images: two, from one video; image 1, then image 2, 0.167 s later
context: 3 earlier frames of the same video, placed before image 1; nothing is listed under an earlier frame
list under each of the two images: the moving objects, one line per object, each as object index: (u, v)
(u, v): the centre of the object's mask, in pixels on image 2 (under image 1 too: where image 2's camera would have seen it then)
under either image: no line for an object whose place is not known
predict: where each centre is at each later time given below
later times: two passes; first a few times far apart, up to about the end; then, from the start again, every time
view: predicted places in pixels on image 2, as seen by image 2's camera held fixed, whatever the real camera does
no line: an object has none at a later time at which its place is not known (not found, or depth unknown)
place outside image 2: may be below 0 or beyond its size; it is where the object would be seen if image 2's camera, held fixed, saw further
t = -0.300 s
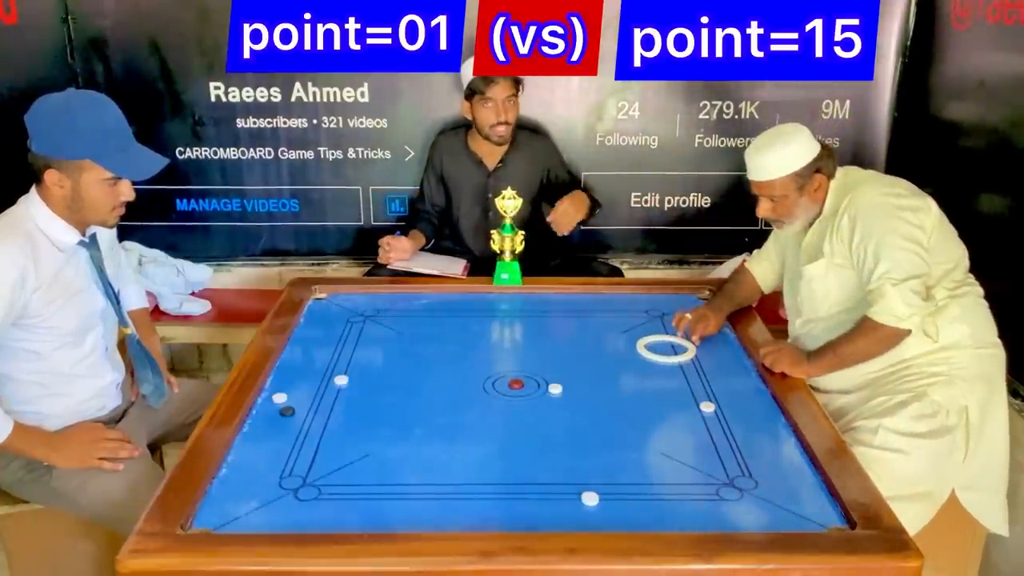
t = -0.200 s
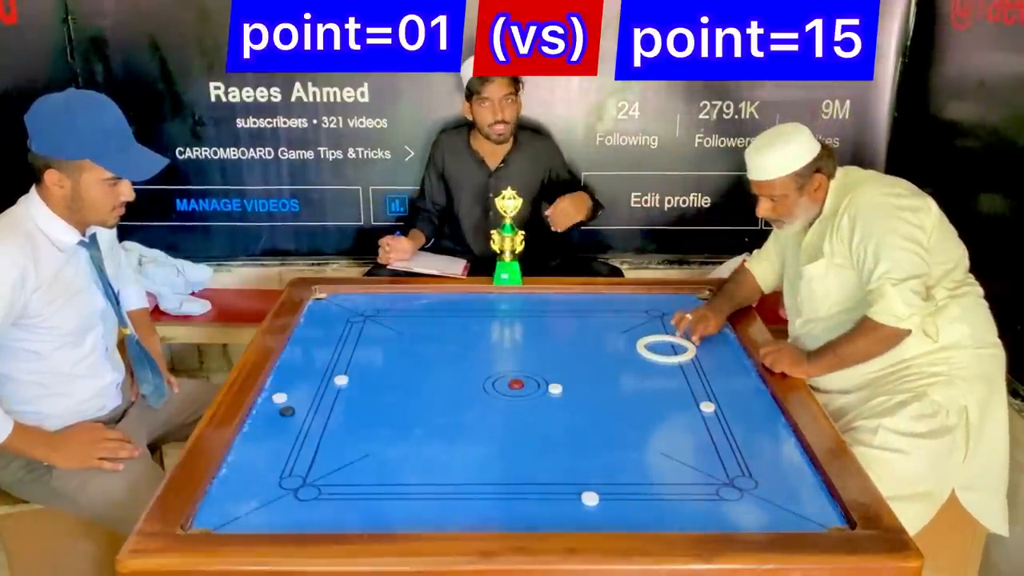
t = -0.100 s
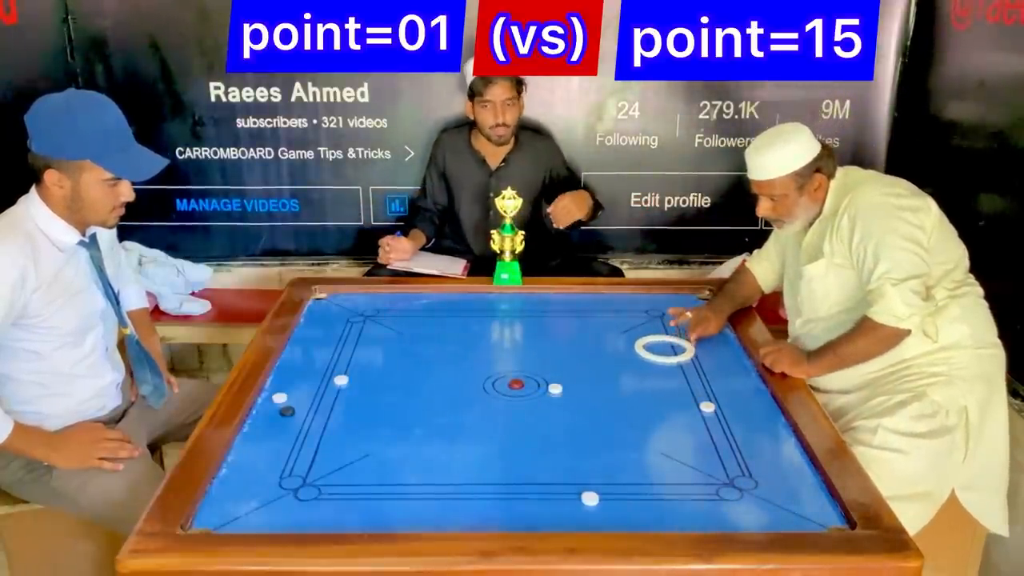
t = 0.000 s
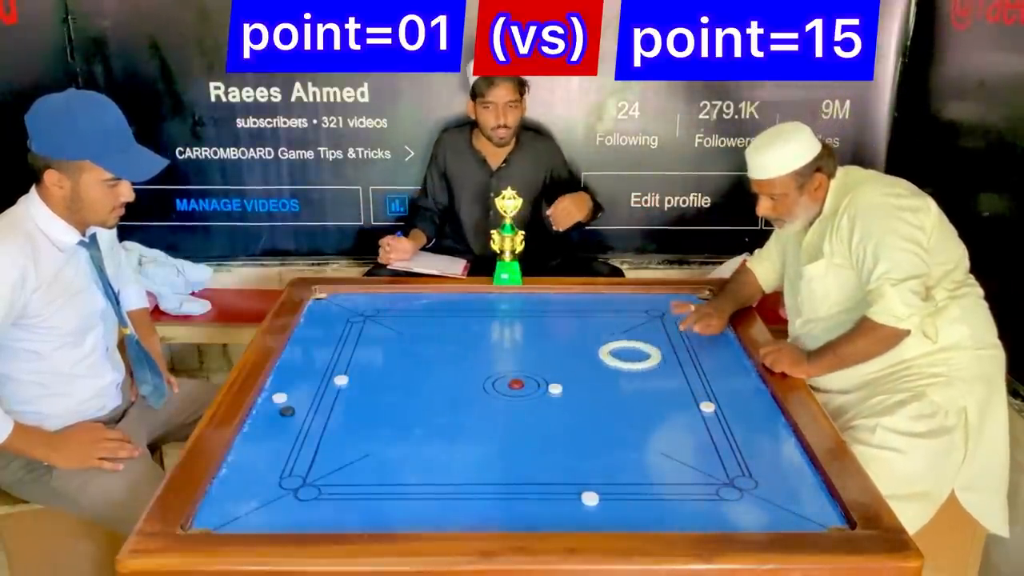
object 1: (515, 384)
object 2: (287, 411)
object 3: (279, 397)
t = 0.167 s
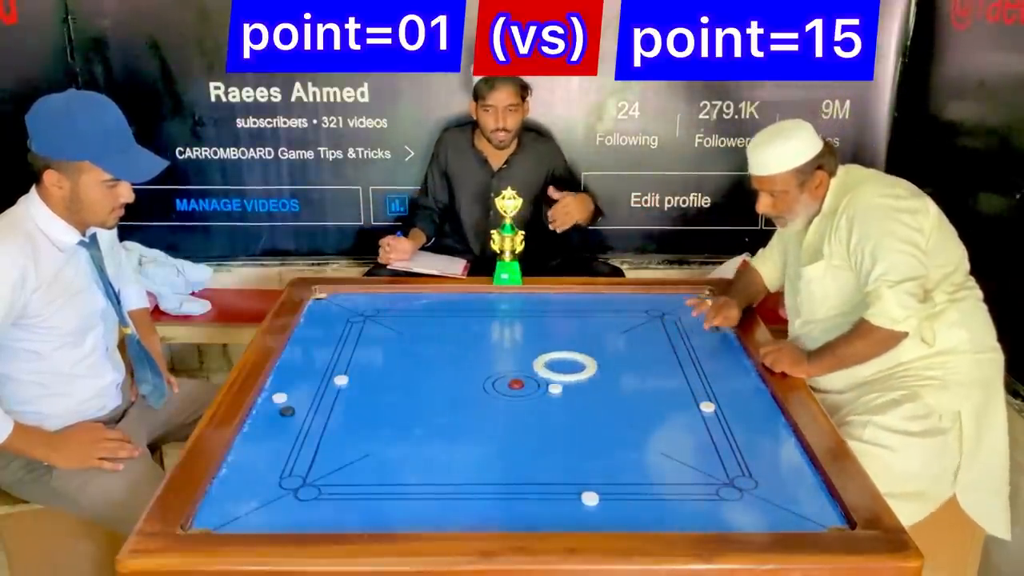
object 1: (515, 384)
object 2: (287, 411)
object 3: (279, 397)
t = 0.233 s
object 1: (514, 385)
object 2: (287, 411)
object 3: (279, 397)
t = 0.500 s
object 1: (444, 418)
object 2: (287, 411)
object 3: (279, 397)
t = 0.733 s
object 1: (376, 451)
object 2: (287, 411)
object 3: (279, 397)
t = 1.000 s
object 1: (292, 491)
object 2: (246, 433)
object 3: (271, 391)
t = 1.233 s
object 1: (214, 527)
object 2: (239, 465)
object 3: (292, 382)
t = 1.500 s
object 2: (234, 504)
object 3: (315, 372)
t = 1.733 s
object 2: (230, 530)
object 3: (331, 366)
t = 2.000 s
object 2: (249, 508)
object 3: (347, 359)
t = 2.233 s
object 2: (262, 491)
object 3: (360, 354)
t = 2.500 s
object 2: (273, 477)
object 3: (364, 353)
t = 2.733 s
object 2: (280, 469)
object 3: (364, 353)
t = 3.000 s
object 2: (285, 463)
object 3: (364, 353)
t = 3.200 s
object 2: (286, 461)
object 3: (364, 354)
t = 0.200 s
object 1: (515, 384)
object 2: (287, 411)
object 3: (279, 397)
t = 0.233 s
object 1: (514, 385)
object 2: (287, 411)
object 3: (279, 397)
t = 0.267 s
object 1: (506, 390)
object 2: (287, 411)
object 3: (279, 397)
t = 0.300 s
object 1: (497, 392)
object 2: (287, 411)
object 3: (279, 397)
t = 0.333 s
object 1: (488, 396)
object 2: (287, 411)
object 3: (279, 397)
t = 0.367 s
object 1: (479, 400)
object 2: (287, 411)
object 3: (279, 397)
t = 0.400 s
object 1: (471, 404)
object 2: (287, 411)
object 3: (279, 397)
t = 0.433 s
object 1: (462, 409)
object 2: (287, 411)
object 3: (279, 397)
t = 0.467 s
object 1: (453, 413)
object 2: (287, 411)
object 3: (279, 397)
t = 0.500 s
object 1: (444, 418)
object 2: (287, 411)
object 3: (279, 397)
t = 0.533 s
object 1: (434, 422)
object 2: (287, 411)
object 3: (279, 397)
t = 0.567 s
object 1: (425, 427)
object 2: (287, 411)
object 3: (279, 397)
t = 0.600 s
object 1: (416, 431)
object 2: (287, 411)
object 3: (279, 397)
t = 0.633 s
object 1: (406, 436)
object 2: (287, 411)
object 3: (279, 397)
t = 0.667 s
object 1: (396, 441)
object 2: (287, 411)
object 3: (279, 397)
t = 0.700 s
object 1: (386, 446)
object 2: (287, 411)
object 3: (279, 397)
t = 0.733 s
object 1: (376, 451)
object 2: (287, 411)
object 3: (279, 397)
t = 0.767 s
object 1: (366, 456)
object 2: (287, 411)
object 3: (279, 398)
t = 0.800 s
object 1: (356, 460)
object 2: (285, 411)
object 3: (279, 398)
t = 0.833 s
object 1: (345, 466)
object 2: (273, 413)
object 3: (275, 397)
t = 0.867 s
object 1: (335, 470)
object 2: (262, 415)
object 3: (267, 397)
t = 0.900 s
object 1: (324, 476)
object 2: (254, 418)
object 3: (262, 395)
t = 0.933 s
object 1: (313, 481)
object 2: (254, 422)
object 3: (264, 394)
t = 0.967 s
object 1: (303, 485)
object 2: (249, 428)
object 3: (267, 392)
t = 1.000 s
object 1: (292, 491)
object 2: (246, 433)
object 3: (271, 391)
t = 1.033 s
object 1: (280, 496)
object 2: (242, 439)
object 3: (275, 390)
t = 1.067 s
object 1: (270, 501)
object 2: (241, 442)
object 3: (278, 388)
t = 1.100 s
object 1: (259, 507)
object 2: (240, 447)
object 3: (281, 387)
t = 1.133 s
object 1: (247, 512)
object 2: (240, 452)
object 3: (284, 386)
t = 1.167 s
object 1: (235, 517)
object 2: (240, 456)
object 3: (287, 384)
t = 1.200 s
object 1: (225, 522)
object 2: (239, 461)
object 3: (290, 383)
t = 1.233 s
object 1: (214, 527)
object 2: (239, 465)
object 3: (292, 382)
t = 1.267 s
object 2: (239, 470)
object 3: (295, 380)
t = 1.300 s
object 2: (238, 475)
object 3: (298, 379)
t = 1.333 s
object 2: (237, 480)
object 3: (301, 378)
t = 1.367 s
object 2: (237, 484)
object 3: (304, 377)
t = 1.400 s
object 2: (236, 489)
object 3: (307, 376)
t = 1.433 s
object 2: (235, 494)
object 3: (309, 374)
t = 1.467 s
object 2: (235, 498)
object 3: (312, 373)
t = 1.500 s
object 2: (234, 504)
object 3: (315, 372)
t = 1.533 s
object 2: (233, 509)
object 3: (317, 371)
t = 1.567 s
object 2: (232, 514)
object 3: (319, 370)
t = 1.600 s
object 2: (232, 519)
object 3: (322, 369)
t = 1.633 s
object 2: (231, 524)
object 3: (324, 368)
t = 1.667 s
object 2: (230, 527)
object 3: (326, 367)
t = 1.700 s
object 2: (230, 530)
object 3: (329, 366)
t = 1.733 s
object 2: (230, 530)
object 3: (331, 366)
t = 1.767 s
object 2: (234, 528)
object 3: (333, 364)
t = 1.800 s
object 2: (235, 527)
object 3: (335, 364)
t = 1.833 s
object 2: (238, 524)
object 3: (337, 363)
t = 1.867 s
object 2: (240, 521)
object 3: (339, 362)
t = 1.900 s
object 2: (242, 518)
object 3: (341, 361)
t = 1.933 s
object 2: (245, 514)
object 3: (343, 361)
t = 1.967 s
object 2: (247, 512)
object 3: (345, 360)
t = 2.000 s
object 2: (249, 508)
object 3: (347, 359)
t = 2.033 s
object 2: (251, 506)
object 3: (349, 358)
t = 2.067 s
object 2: (253, 503)
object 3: (351, 358)
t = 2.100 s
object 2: (255, 500)
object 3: (352, 357)
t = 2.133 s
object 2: (257, 498)
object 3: (355, 356)
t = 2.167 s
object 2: (258, 496)
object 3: (356, 356)
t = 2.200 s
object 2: (260, 493)
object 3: (358, 355)
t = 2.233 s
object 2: (262, 491)
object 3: (360, 354)
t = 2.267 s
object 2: (263, 490)
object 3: (361, 354)
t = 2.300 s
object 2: (265, 488)
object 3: (362, 353)
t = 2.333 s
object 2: (266, 486)
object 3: (363, 353)
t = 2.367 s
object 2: (268, 483)
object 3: (364, 353)
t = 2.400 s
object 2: (269, 482)
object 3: (364, 353)
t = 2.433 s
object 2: (271, 480)
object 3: (364, 353)
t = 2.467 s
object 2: (272, 479)
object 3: (364, 353)
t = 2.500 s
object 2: (273, 477)
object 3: (364, 353)
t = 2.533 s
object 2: (274, 476)
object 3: (364, 353)
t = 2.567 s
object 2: (275, 475)
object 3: (364, 353)
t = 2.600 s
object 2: (276, 474)
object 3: (364, 353)
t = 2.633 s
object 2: (277, 472)
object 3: (364, 353)
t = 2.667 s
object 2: (278, 471)
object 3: (364, 353)
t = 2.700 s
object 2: (279, 470)
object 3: (364, 353)
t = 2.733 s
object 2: (280, 469)
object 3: (364, 353)
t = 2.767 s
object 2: (280, 468)
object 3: (364, 353)
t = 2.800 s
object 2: (281, 468)
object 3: (364, 353)
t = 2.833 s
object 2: (282, 467)
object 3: (364, 353)
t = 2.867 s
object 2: (282, 466)
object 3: (364, 353)
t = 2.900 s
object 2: (283, 465)
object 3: (364, 353)
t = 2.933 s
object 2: (284, 464)
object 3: (364, 353)
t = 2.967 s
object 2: (284, 464)
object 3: (364, 353)
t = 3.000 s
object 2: (285, 463)
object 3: (364, 353)
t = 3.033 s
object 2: (285, 462)
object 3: (364, 353)
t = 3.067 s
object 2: (285, 462)
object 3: (364, 353)
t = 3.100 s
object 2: (285, 462)
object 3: (364, 353)
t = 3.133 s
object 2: (286, 461)
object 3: (364, 353)
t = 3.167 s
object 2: (286, 461)
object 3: (364, 353)
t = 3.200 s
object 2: (286, 461)
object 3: (364, 354)
